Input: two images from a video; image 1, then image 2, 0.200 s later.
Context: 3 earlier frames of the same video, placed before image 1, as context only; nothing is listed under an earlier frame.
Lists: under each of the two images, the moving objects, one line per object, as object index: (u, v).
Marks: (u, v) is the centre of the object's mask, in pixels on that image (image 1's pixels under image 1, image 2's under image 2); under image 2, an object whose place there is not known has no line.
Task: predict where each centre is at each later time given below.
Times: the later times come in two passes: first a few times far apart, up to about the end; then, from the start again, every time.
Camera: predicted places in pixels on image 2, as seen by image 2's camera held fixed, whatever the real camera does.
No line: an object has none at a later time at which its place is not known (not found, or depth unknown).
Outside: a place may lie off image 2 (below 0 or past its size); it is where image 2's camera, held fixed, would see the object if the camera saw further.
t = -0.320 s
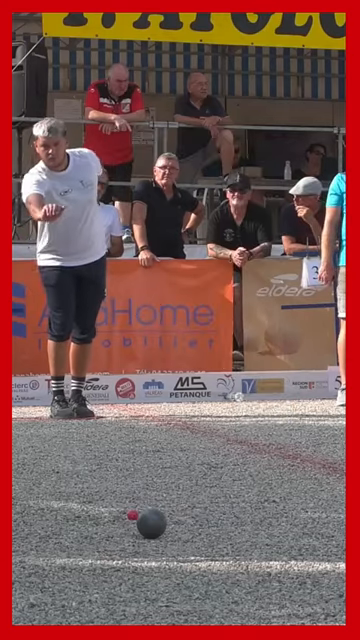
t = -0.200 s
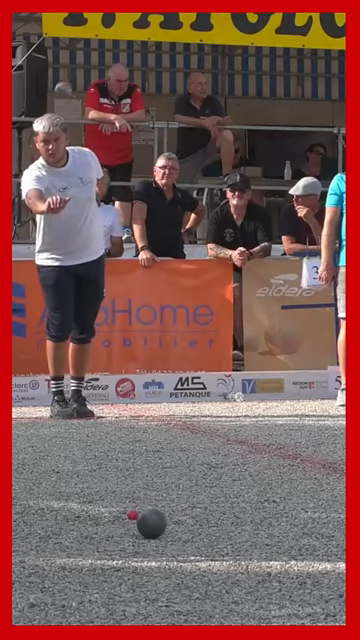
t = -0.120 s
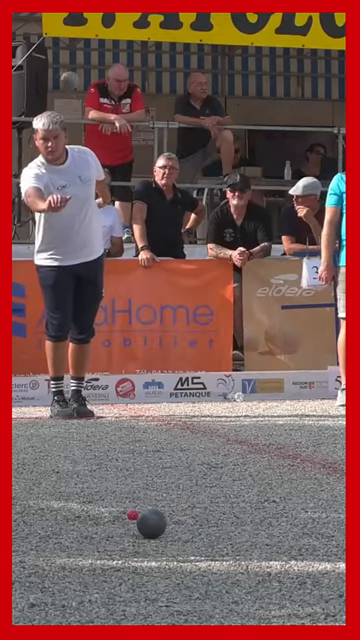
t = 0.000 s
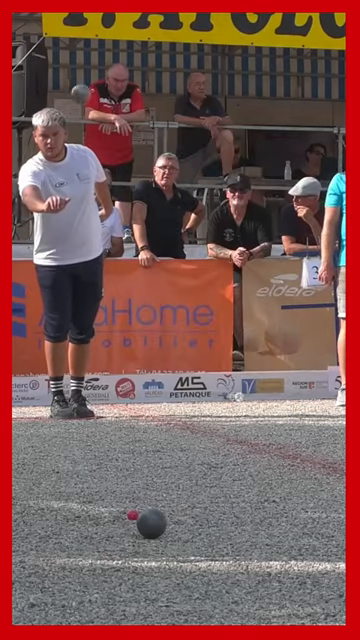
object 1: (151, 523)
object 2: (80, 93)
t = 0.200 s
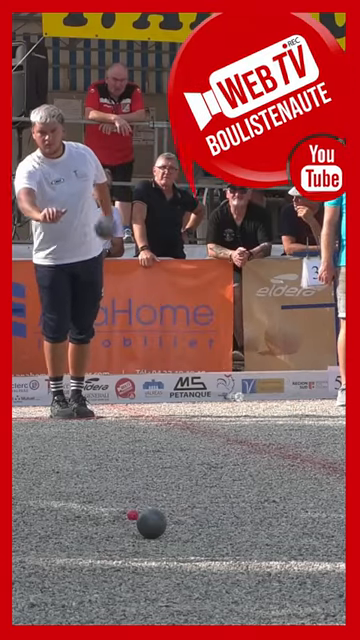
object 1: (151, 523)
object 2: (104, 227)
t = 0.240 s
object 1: (151, 523)
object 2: (112, 278)
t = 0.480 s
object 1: (171, 514)
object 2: (147, 497)
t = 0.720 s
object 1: (241, 558)
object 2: (143, 531)
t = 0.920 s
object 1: (303, 608)
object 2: (145, 534)
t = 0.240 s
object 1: (151, 523)
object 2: (112, 278)
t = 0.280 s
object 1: (151, 524)
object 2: (118, 338)
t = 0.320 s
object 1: (151, 523)
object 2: (125, 411)
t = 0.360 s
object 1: (151, 523)
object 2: (134, 501)
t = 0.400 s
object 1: (151, 523)
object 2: (138, 507)
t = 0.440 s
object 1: (159, 518)
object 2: (144, 503)
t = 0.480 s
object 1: (171, 514)
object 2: (147, 497)
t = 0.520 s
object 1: (184, 517)
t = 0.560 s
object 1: (197, 528)
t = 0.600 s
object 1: (212, 548)
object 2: (146, 513)
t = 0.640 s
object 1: (222, 552)
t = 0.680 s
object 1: (231, 550)
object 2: (144, 527)
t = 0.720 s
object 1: (241, 558)
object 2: (143, 531)
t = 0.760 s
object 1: (251, 572)
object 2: (142, 531)
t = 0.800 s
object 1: (257, 584)
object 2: (142, 531)
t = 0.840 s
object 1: (269, 598)
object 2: (143, 531)
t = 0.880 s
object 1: (292, 611)
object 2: (144, 532)
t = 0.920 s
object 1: (303, 608)
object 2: (145, 534)
